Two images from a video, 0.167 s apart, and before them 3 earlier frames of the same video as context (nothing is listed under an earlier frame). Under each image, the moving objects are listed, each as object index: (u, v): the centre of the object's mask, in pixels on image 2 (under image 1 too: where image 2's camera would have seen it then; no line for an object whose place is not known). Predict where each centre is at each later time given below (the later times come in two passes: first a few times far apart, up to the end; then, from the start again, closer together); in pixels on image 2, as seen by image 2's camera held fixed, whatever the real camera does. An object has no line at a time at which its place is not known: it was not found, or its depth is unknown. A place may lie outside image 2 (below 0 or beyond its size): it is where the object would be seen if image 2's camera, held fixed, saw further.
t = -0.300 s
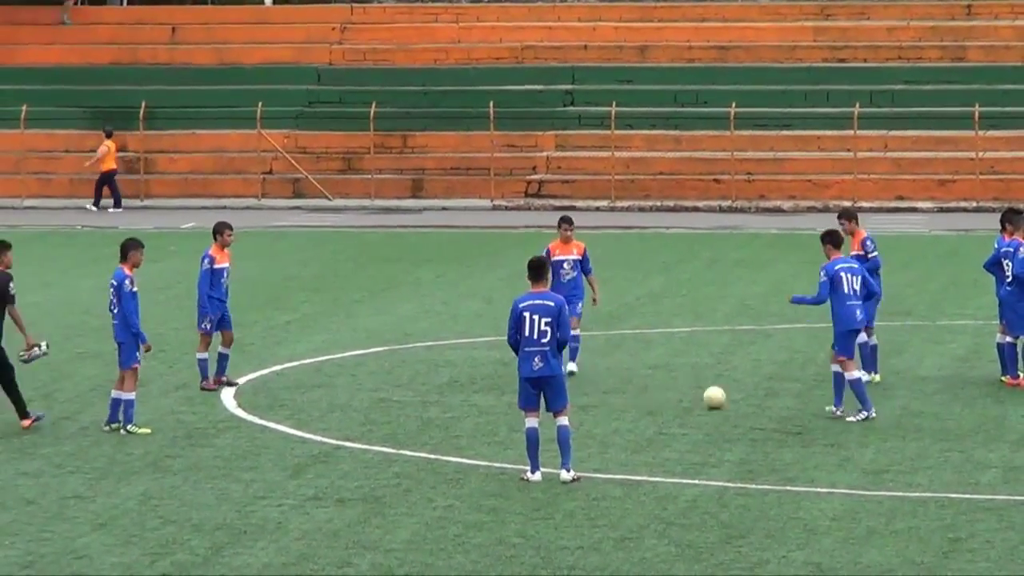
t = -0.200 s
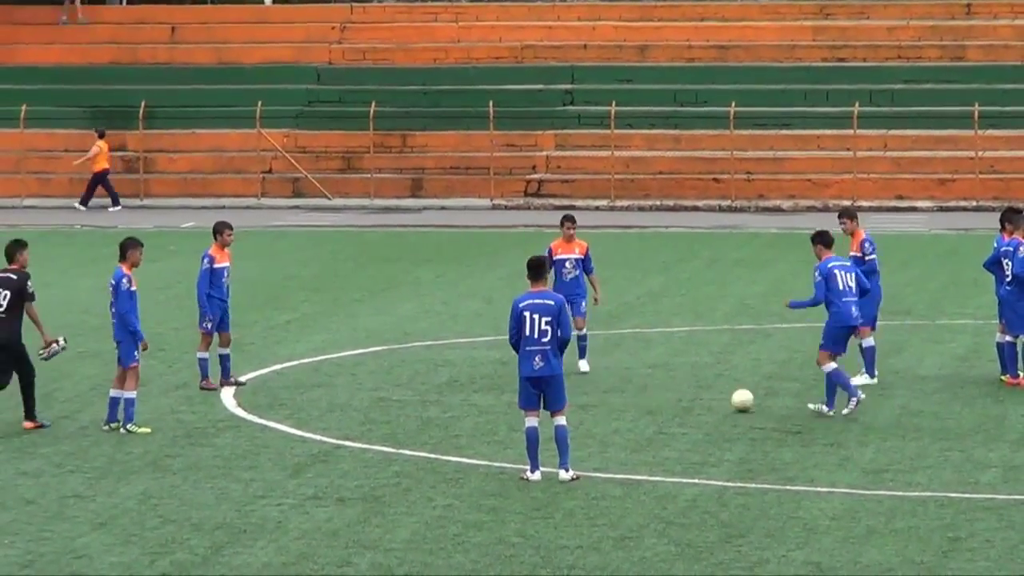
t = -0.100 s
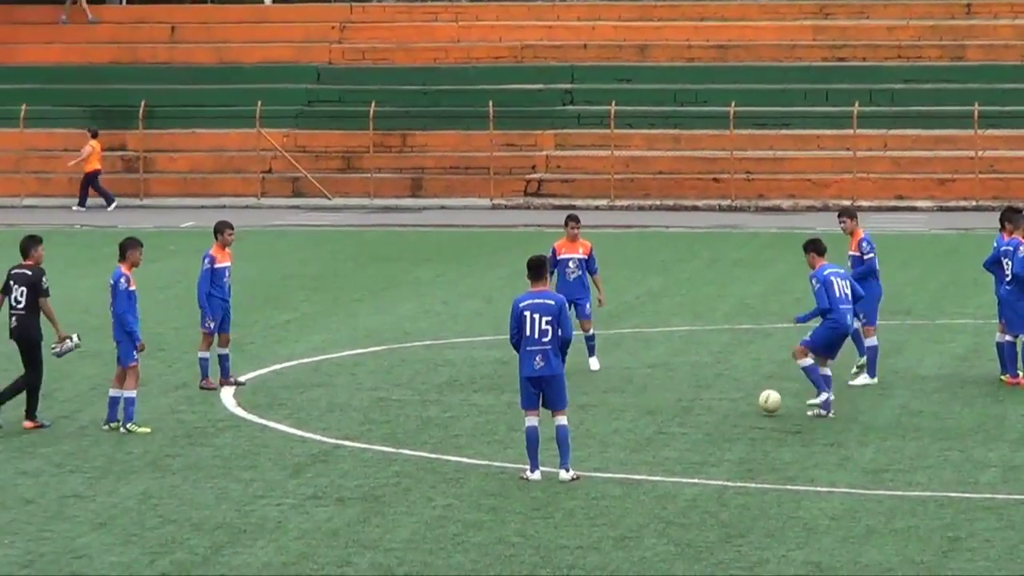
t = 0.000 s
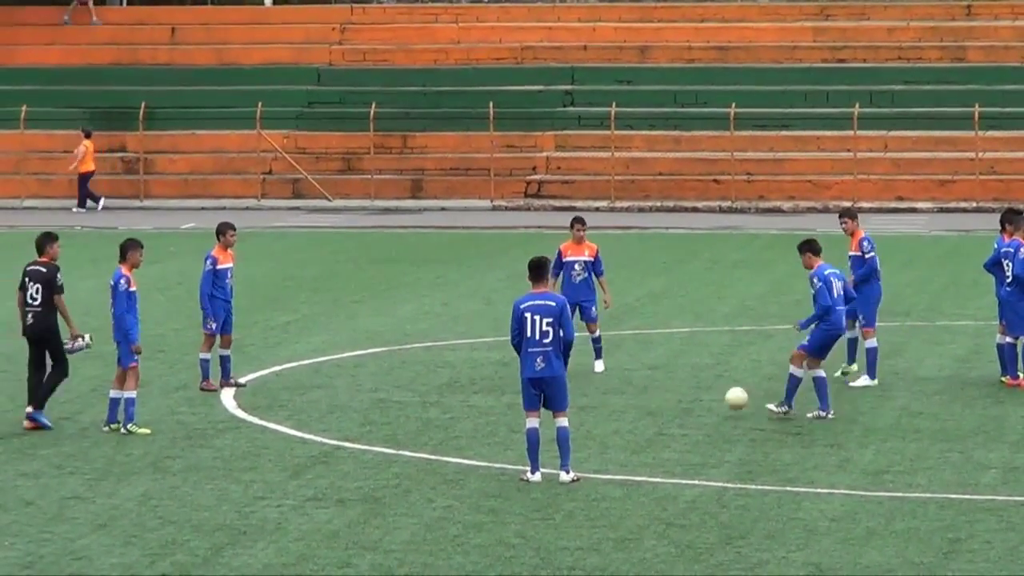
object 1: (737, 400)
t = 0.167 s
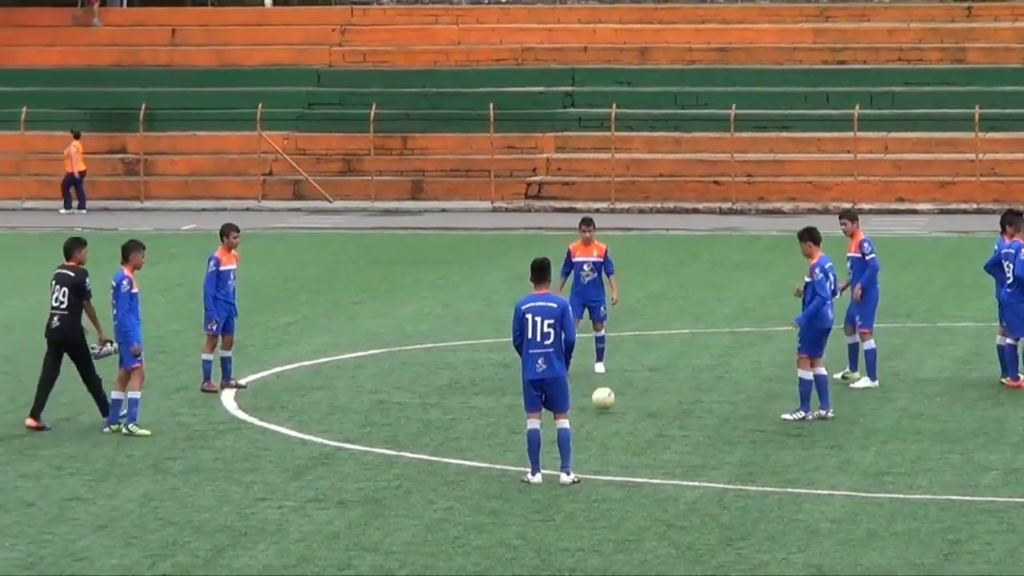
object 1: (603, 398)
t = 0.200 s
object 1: (579, 401)
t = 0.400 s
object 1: (456, 396)
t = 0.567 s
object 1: (374, 392)
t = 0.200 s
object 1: (579, 401)
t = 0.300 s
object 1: (514, 393)
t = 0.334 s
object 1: (495, 393)
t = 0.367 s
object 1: (475, 393)
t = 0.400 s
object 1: (456, 396)
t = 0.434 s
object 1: (437, 397)
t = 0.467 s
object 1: (421, 393)
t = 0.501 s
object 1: (405, 392)
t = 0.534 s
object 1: (390, 391)
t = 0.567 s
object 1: (374, 392)
